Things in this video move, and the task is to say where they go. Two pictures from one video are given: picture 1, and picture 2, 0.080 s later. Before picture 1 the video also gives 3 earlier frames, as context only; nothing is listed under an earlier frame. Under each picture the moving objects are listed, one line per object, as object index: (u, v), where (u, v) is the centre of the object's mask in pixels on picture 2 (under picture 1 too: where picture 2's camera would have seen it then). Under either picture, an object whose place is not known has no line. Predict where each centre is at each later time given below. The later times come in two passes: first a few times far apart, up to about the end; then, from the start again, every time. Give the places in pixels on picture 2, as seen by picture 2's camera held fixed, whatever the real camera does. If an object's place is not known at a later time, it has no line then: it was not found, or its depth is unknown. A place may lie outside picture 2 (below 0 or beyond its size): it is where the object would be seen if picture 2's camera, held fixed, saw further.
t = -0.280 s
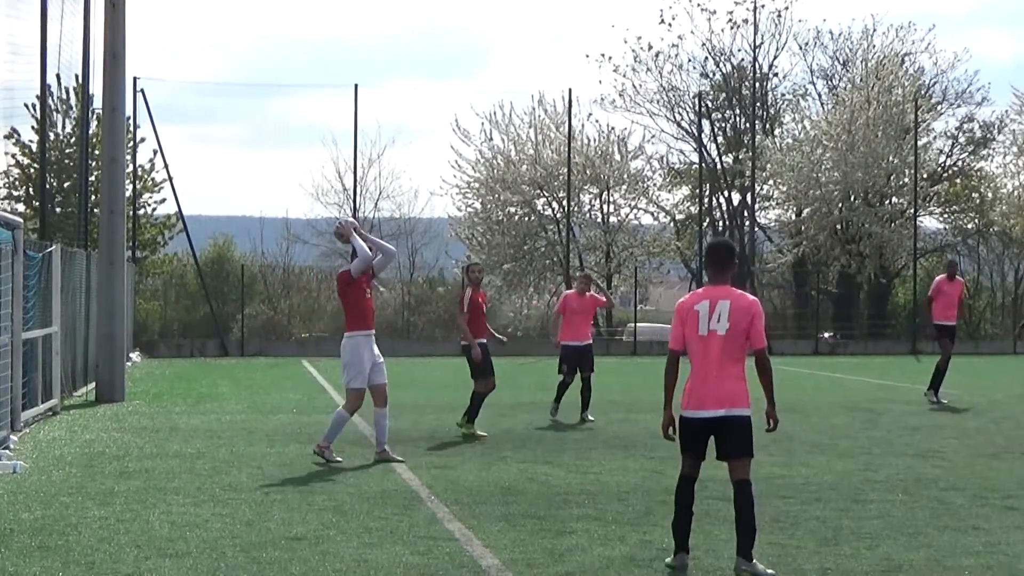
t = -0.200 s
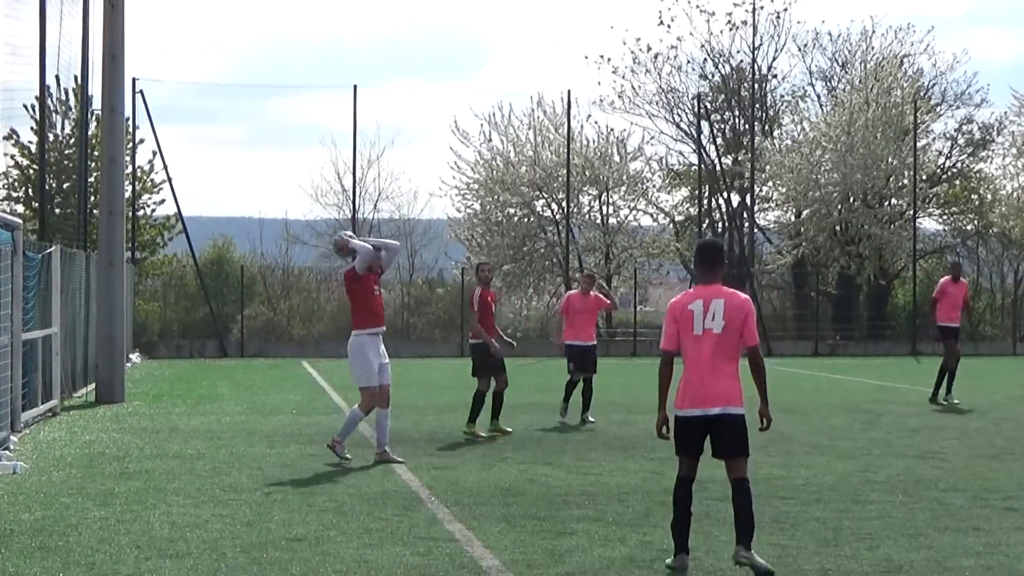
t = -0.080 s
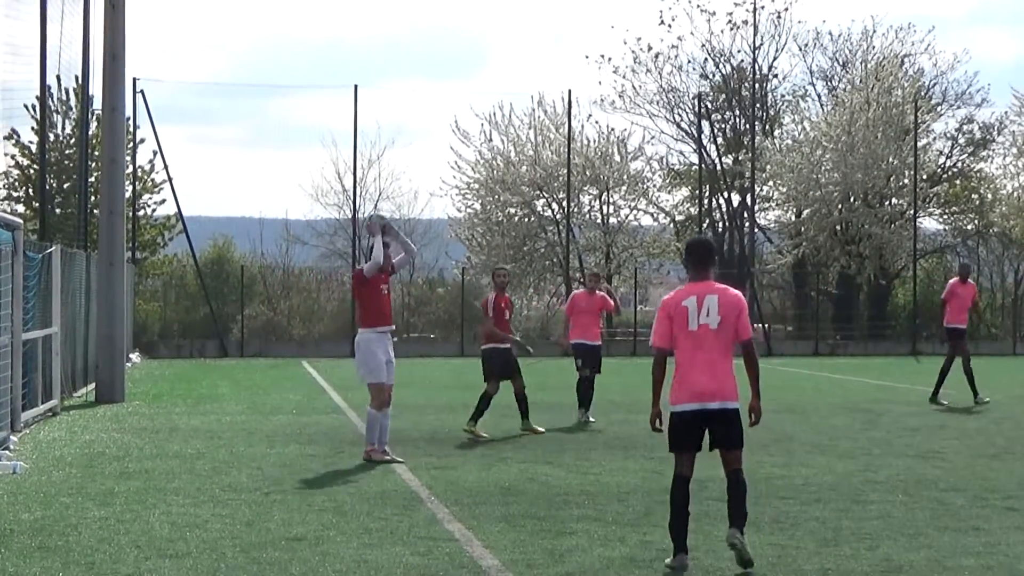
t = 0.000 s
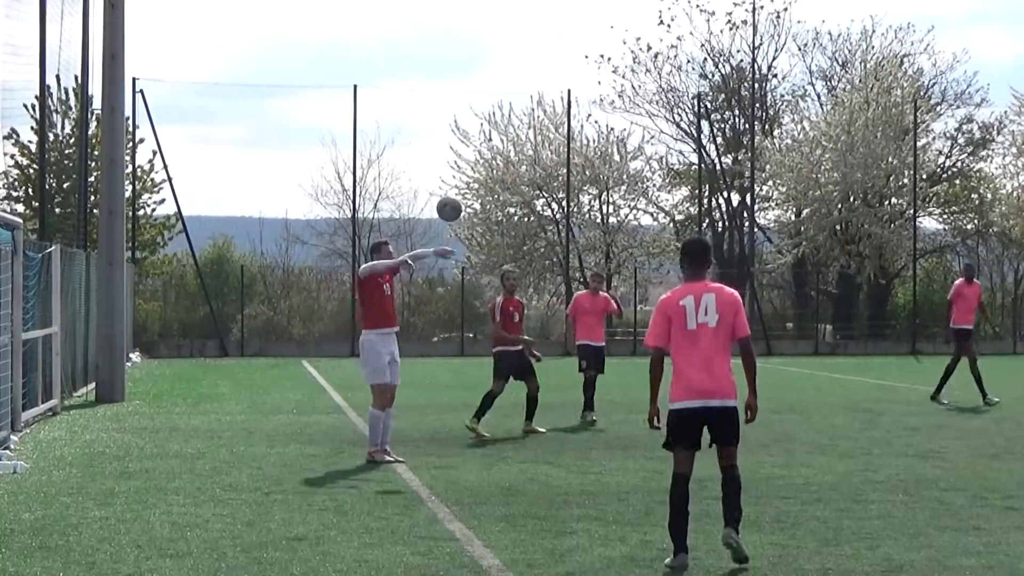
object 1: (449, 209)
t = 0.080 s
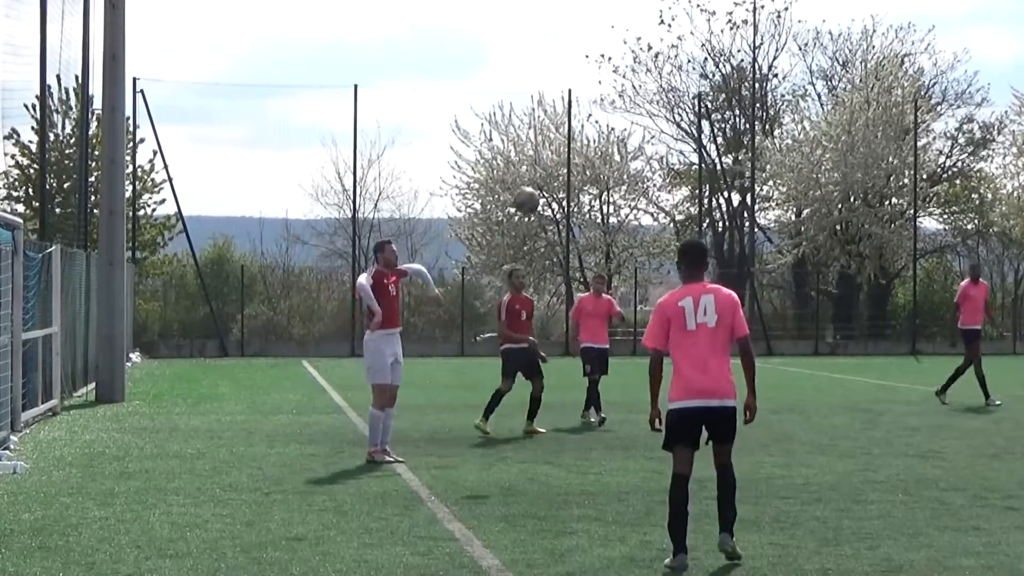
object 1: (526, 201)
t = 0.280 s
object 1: (727, 217)
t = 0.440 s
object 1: (894, 266)
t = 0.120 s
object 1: (566, 200)
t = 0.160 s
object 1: (606, 201)
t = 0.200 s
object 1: (645, 205)
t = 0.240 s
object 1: (685, 211)
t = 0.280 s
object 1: (727, 217)
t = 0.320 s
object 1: (768, 227)
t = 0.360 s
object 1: (809, 236)
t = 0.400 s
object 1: (852, 250)
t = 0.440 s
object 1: (894, 266)
